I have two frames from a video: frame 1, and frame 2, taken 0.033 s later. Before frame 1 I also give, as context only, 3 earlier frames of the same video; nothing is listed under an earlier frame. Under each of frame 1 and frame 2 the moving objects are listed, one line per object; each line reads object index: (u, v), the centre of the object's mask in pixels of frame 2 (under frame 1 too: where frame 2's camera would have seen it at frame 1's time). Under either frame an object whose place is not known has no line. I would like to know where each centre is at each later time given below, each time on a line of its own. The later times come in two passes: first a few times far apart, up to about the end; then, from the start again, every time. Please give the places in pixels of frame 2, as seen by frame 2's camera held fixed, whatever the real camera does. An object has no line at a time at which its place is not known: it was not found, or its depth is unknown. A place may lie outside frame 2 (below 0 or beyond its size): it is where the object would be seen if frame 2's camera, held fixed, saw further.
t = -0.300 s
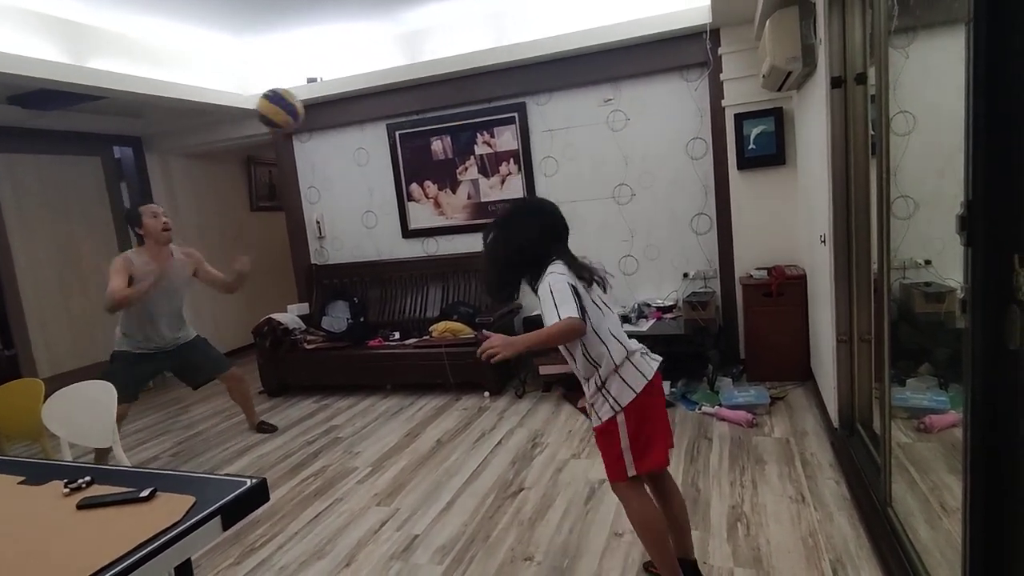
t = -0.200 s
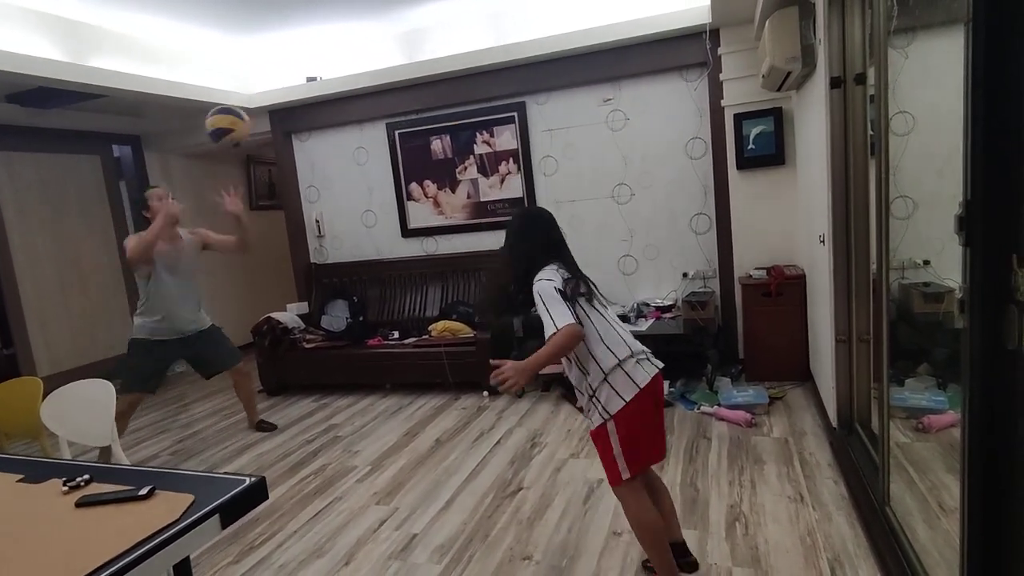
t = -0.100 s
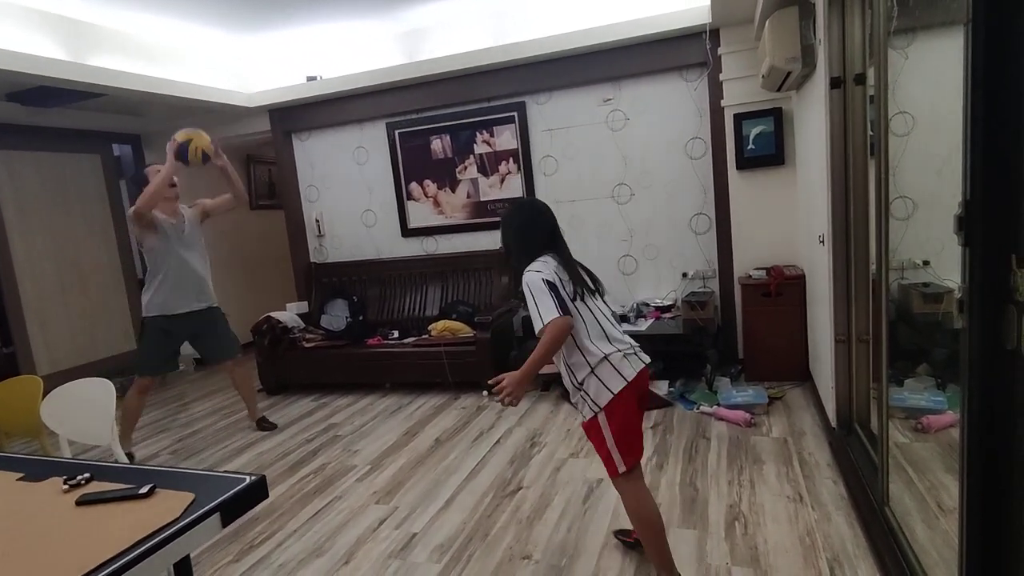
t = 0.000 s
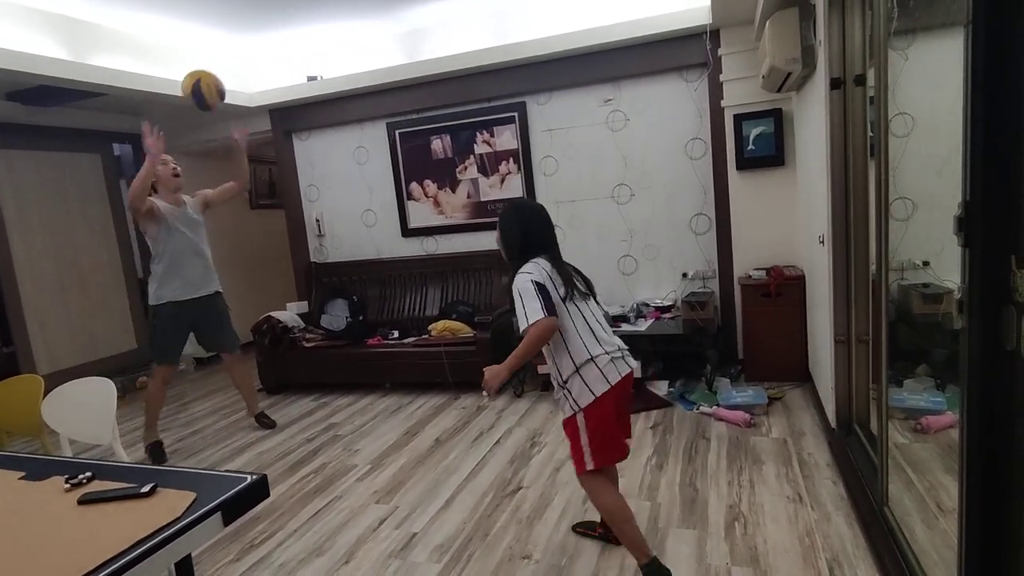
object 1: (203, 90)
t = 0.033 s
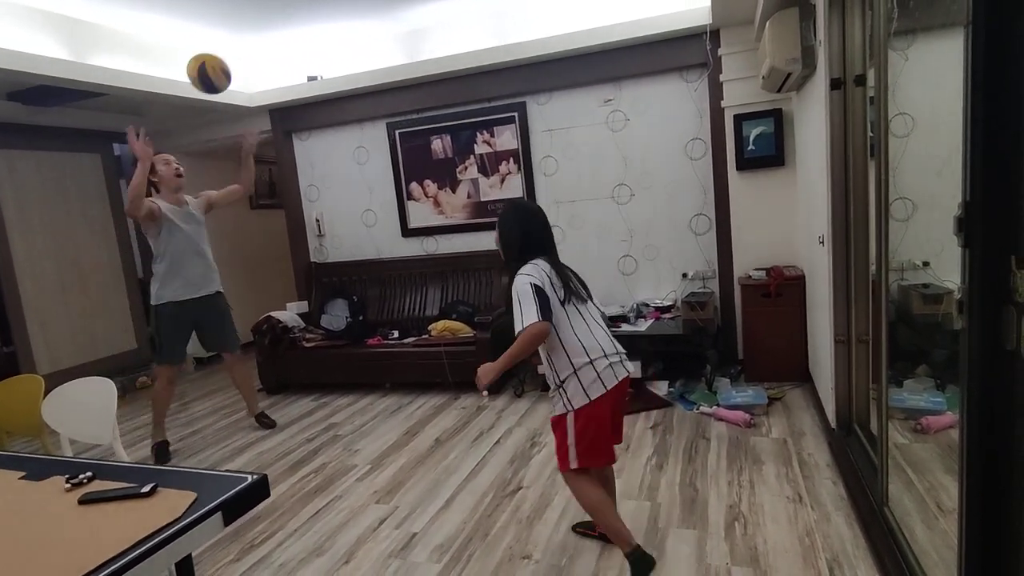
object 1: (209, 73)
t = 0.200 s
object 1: (243, 20)
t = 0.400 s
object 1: (303, 28)
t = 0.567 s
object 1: (368, 109)
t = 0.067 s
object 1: (214, 59)
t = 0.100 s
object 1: (221, 46)
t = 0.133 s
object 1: (228, 35)
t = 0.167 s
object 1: (235, 26)
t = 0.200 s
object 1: (243, 20)
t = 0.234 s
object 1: (252, 17)
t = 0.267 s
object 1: (261, 16)
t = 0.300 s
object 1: (271, 17)
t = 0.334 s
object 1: (281, 18)
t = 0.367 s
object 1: (291, 21)
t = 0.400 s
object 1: (303, 28)
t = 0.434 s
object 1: (315, 39)
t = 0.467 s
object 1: (327, 52)
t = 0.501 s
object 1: (340, 69)
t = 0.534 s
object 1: (354, 88)
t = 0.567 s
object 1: (368, 109)
